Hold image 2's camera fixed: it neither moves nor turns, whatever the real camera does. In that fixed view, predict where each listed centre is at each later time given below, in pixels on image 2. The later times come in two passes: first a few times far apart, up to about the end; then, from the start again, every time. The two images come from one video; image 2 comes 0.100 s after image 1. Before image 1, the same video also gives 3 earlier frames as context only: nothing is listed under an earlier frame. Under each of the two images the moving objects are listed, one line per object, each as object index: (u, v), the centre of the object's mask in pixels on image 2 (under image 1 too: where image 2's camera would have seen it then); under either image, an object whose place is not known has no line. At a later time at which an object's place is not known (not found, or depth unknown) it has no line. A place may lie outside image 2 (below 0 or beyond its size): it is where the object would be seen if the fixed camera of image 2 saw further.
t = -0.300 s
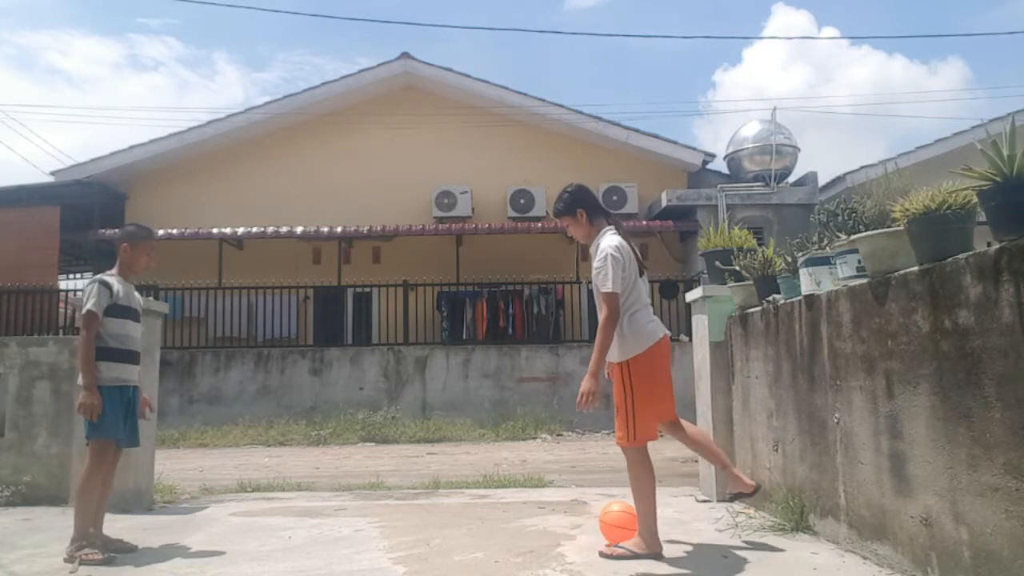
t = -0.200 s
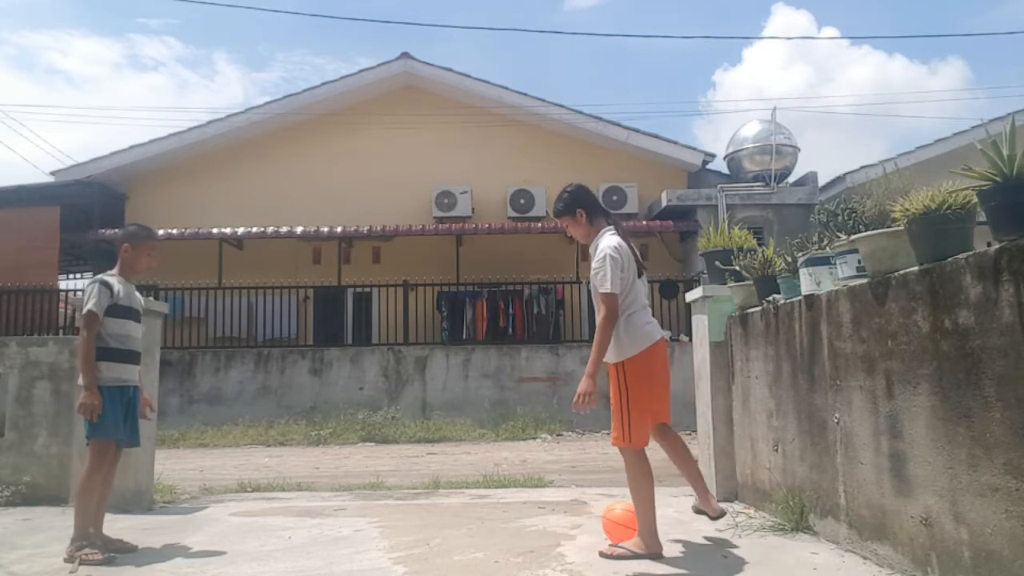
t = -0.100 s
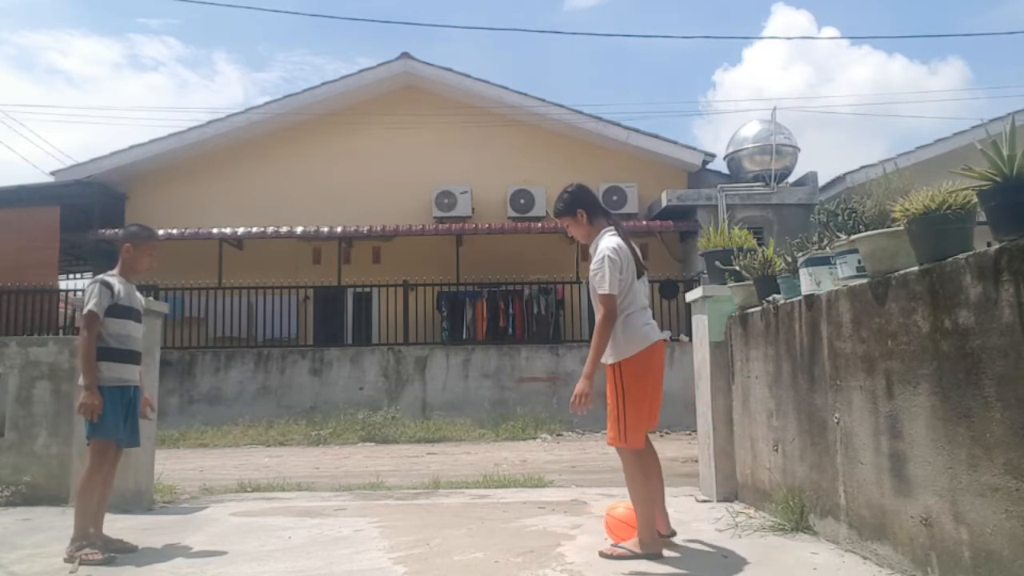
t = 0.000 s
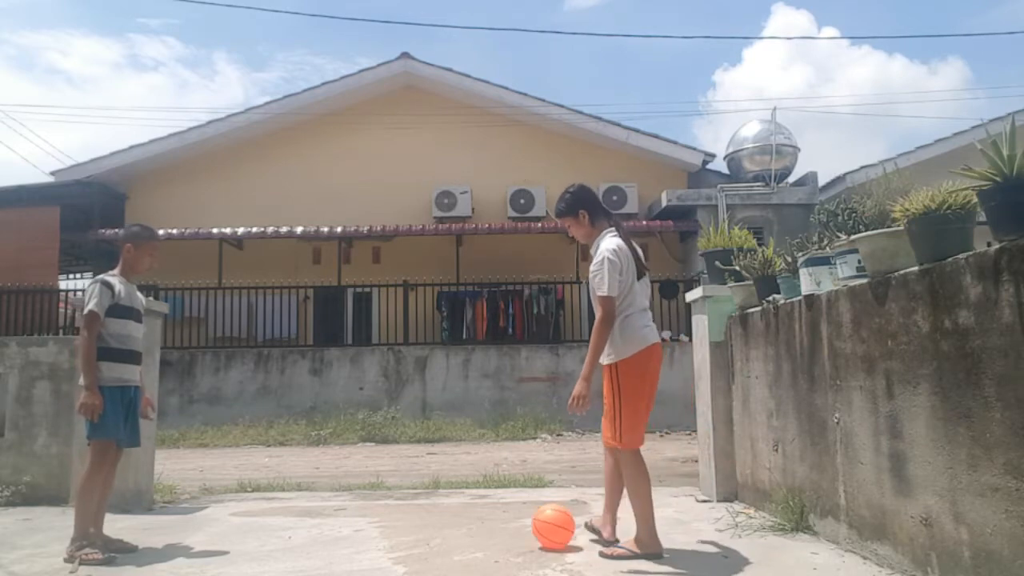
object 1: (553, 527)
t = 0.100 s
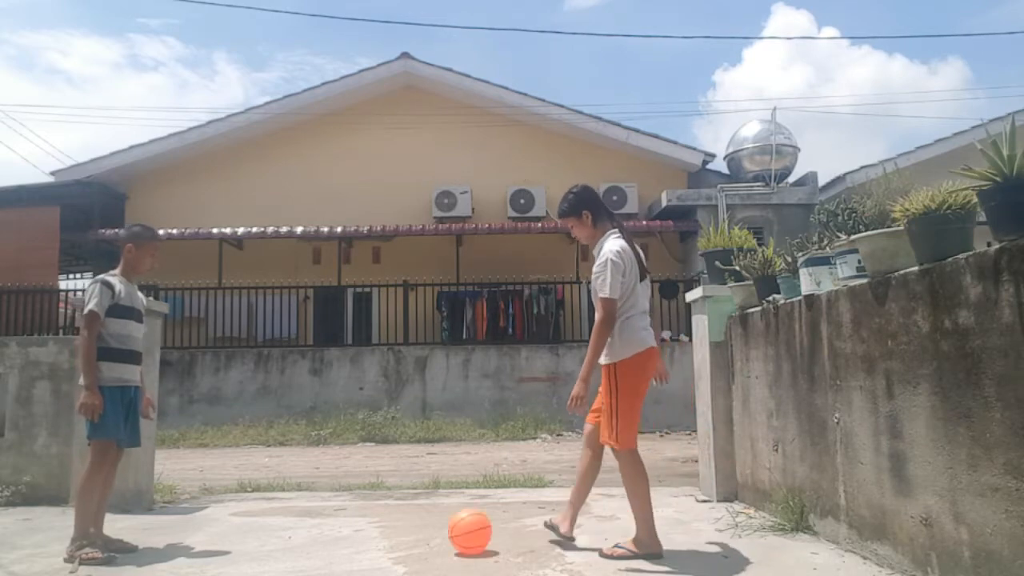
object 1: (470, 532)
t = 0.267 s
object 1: (353, 538)
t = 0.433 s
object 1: (260, 543)
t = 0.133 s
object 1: (444, 534)
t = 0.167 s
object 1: (420, 534)
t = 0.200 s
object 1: (396, 536)
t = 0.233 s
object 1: (374, 536)
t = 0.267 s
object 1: (353, 538)
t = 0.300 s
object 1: (333, 538)
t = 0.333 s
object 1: (314, 540)
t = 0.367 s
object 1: (296, 540)
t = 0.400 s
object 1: (278, 542)
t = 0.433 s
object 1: (260, 543)
